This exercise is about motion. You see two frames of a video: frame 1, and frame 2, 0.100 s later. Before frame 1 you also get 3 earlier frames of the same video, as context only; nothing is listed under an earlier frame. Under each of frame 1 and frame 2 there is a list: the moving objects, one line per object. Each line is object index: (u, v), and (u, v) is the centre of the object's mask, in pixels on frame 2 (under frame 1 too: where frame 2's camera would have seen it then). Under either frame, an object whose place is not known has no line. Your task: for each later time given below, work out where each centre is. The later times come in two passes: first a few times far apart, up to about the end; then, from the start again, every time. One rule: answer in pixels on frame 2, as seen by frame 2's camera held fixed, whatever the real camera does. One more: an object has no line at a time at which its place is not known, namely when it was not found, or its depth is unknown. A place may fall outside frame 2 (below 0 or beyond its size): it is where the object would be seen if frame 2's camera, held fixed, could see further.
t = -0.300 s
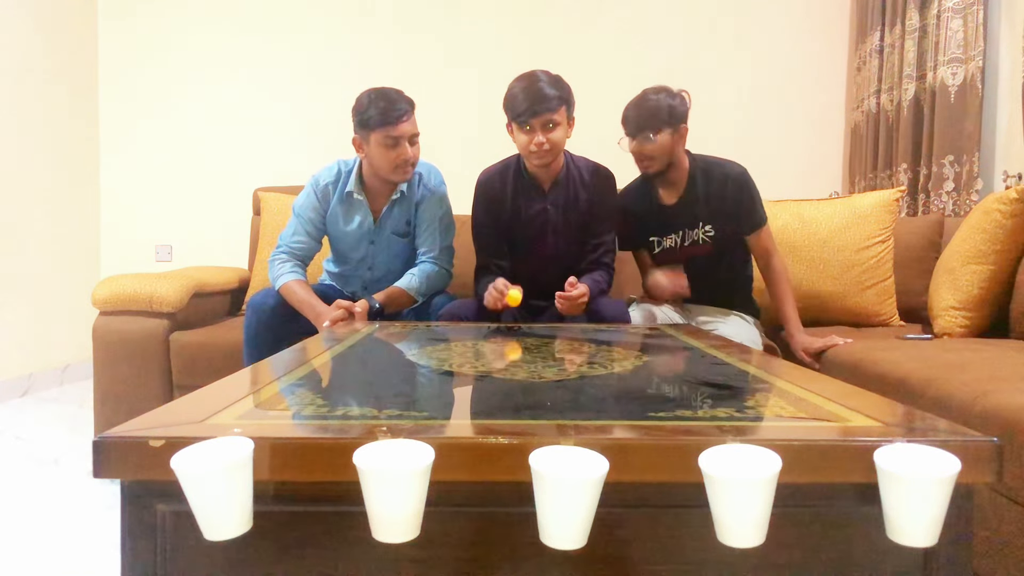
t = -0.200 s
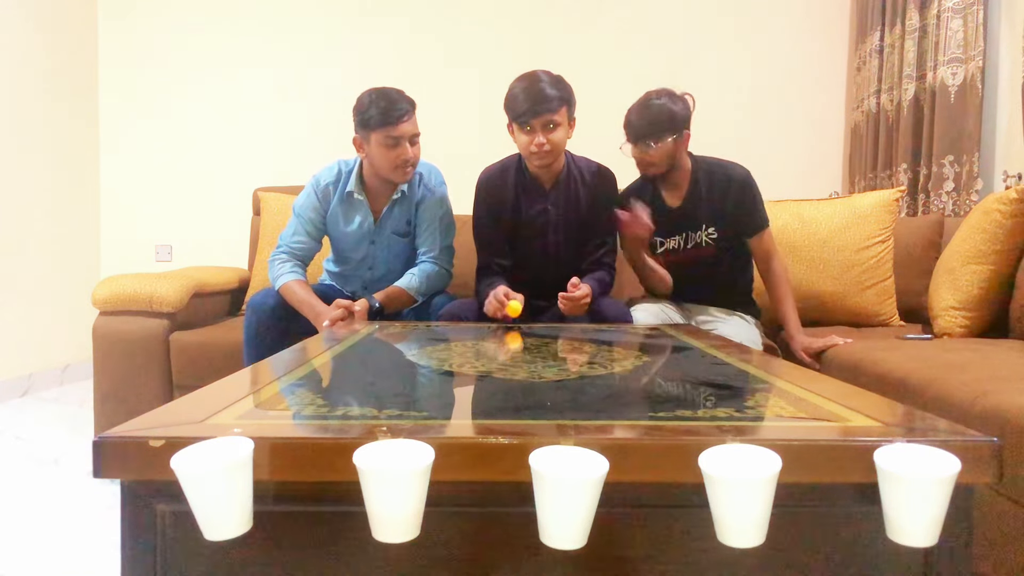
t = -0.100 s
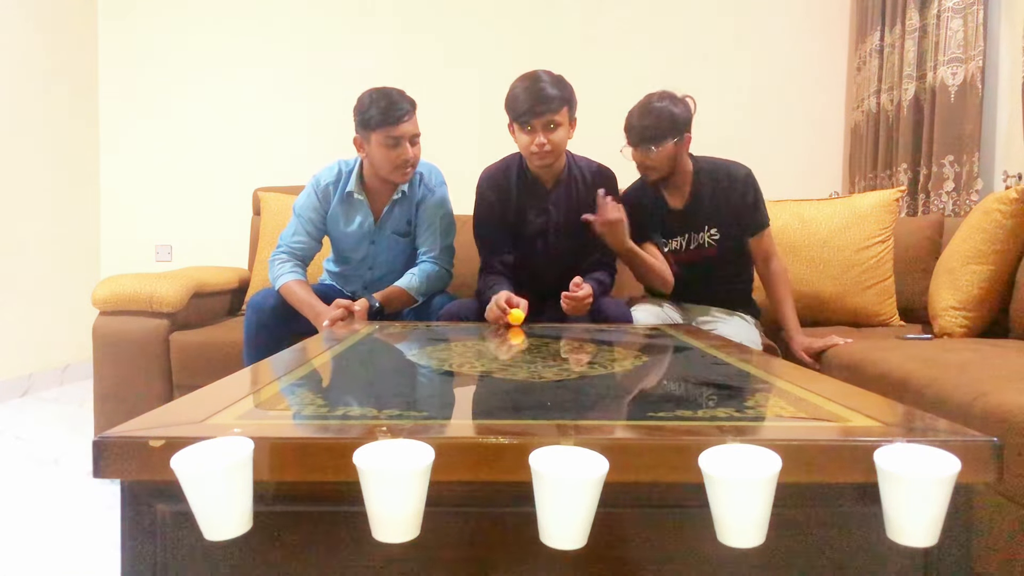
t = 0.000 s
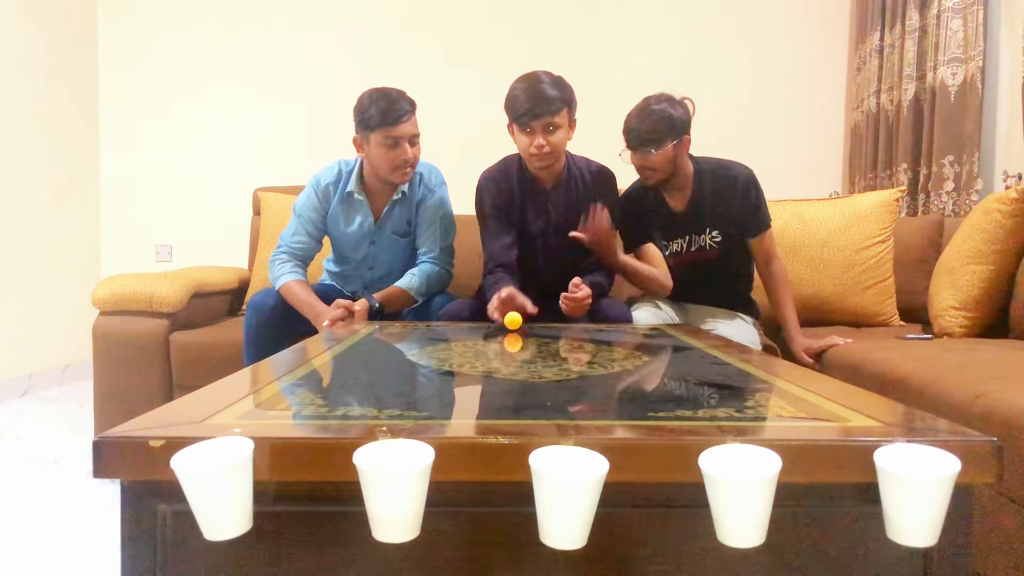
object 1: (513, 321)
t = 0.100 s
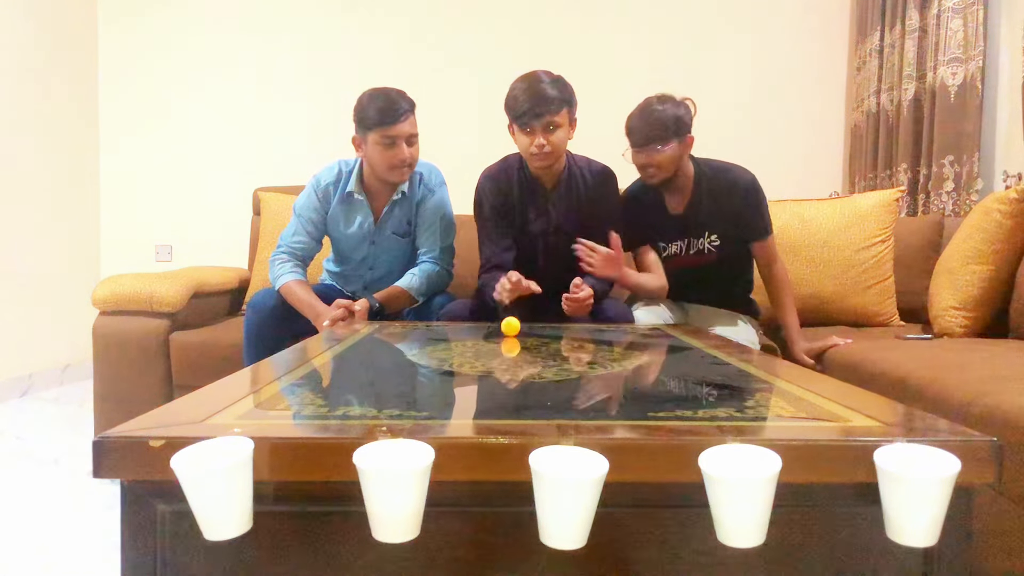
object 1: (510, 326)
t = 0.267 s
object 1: (508, 333)
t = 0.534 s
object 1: (507, 344)
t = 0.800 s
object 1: (509, 356)
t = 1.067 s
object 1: (516, 371)
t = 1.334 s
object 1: (529, 389)
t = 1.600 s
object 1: (548, 408)
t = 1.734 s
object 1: (561, 440)
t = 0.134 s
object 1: (510, 327)
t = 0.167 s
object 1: (509, 329)
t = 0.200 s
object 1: (509, 330)
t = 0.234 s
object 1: (509, 332)
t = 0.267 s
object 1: (508, 333)
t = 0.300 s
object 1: (508, 334)
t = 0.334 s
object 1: (508, 336)
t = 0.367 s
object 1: (508, 337)
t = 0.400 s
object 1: (507, 338)
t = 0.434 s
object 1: (507, 340)
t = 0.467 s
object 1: (507, 341)
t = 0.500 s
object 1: (507, 343)
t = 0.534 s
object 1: (507, 344)
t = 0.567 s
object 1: (507, 346)
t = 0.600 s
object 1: (507, 347)
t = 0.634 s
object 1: (507, 348)
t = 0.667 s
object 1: (507, 350)
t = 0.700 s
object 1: (508, 352)
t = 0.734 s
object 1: (508, 353)
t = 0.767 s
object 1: (508, 355)
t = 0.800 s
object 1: (509, 356)
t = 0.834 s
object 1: (510, 358)
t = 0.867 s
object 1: (511, 360)
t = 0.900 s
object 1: (511, 362)
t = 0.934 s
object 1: (512, 364)
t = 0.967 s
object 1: (513, 365)
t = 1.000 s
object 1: (514, 367)
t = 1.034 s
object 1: (515, 369)
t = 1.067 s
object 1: (516, 371)
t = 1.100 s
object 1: (517, 373)
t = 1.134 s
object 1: (519, 375)
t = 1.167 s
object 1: (520, 378)
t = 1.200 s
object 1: (522, 380)
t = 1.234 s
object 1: (524, 382)
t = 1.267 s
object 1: (525, 385)
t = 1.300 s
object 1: (527, 387)
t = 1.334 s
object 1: (529, 389)
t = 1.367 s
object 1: (531, 392)
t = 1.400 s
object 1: (533, 394)
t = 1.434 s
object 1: (536, 397)
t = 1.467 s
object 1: (538, 400)
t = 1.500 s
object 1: (541, 403)
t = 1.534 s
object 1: (543, 402)
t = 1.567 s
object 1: (546, 406)
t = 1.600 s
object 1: (548, 408)
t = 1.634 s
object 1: (551, 411)
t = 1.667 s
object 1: (555, 415)
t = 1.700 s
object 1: (558, 423)
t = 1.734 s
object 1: (561, 440)
